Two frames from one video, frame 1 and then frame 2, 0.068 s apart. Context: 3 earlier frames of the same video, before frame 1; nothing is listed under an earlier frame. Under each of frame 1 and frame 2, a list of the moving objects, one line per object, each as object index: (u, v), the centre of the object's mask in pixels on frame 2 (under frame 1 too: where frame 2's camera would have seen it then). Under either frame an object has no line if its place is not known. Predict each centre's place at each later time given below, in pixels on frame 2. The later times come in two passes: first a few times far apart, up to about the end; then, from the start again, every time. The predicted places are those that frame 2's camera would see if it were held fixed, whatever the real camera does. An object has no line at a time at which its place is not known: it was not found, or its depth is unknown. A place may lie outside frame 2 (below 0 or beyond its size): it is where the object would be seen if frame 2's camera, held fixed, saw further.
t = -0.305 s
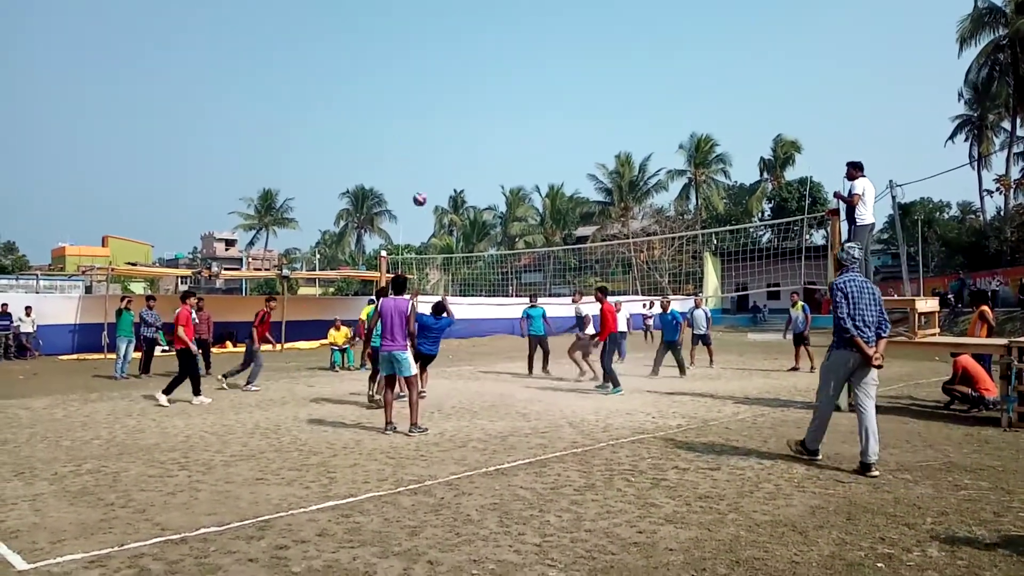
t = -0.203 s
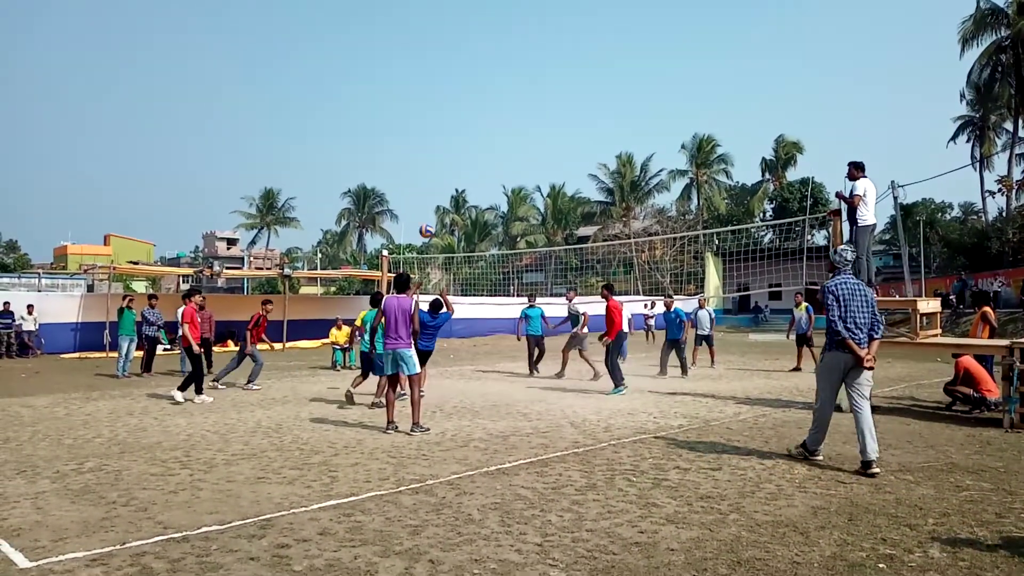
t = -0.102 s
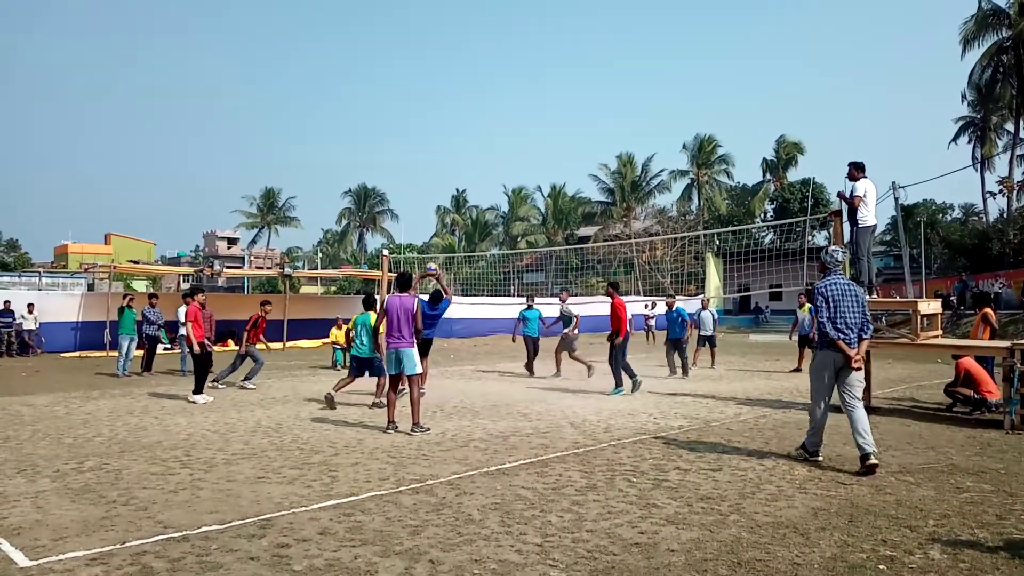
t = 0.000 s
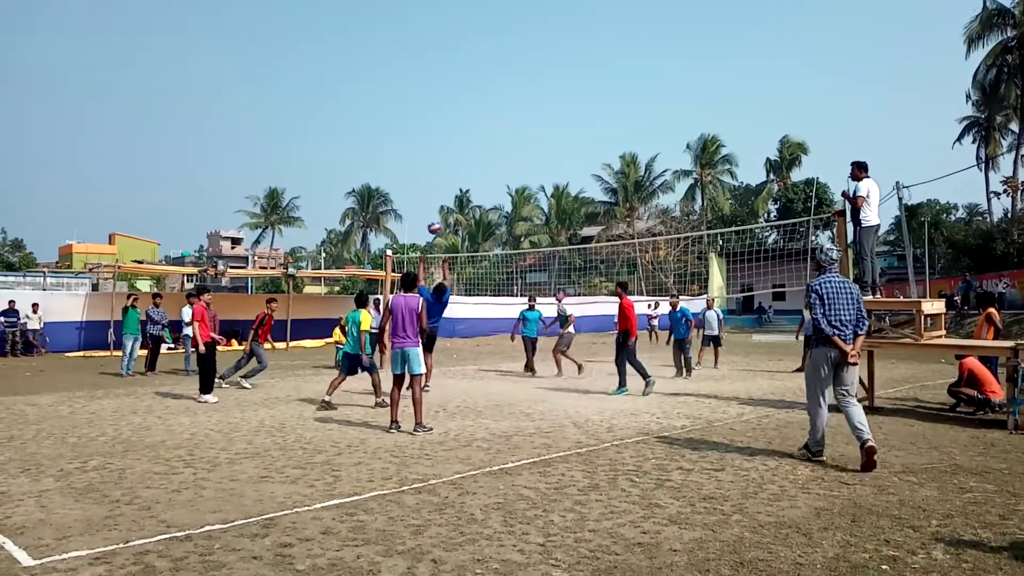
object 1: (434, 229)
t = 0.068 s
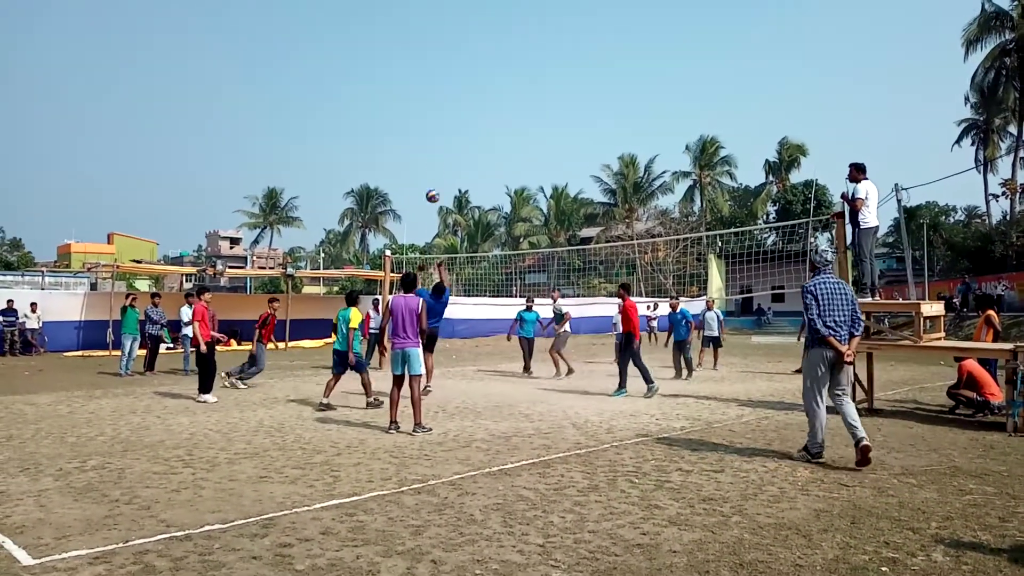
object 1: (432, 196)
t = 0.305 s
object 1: (430, 112)
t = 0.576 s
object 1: (425, 66)
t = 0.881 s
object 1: (421, 70)
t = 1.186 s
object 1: (418, 127)
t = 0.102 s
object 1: (433, 181)
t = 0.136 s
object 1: (432, 167)
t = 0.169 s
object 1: (432, 155)
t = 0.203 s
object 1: (431, 143)
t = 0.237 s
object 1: (430, 131)
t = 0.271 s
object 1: (430, 121)
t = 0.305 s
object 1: (430, 112)
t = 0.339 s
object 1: (429, 103)
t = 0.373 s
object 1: (428, 95)
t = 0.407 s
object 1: (428, 88)
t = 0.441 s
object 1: (427, 83)
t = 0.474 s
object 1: (427, 77)
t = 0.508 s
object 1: (426, 73)
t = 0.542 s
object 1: (426, 69)
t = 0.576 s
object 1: (425, 66)
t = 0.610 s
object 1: (425, 63)
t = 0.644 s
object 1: (425, 61)
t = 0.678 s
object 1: (424, 61)
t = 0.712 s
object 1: (423, 61)
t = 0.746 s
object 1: (423, 61)
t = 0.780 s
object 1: (422, 63)
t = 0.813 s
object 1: (422, 64)
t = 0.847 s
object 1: (421, 67)
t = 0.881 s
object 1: (421, 70)
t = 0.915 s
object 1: (420, 74)
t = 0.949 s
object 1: (420, 79)
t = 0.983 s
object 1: (420, 84)
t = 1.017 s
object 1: (419, 89)
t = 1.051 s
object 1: (419, 95)
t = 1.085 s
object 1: (419, 102)
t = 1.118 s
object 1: (418, 110)
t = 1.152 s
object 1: (417, 118)
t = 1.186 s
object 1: (418, 127)
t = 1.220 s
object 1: (417, 136)
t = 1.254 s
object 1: (417, 145)
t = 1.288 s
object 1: (416, 155)
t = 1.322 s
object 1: (418, 166)
